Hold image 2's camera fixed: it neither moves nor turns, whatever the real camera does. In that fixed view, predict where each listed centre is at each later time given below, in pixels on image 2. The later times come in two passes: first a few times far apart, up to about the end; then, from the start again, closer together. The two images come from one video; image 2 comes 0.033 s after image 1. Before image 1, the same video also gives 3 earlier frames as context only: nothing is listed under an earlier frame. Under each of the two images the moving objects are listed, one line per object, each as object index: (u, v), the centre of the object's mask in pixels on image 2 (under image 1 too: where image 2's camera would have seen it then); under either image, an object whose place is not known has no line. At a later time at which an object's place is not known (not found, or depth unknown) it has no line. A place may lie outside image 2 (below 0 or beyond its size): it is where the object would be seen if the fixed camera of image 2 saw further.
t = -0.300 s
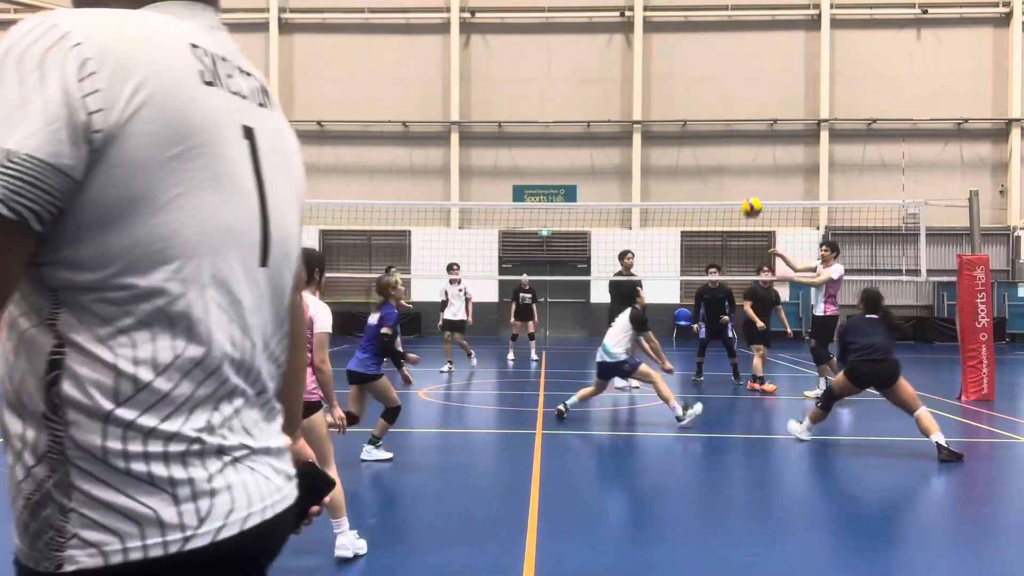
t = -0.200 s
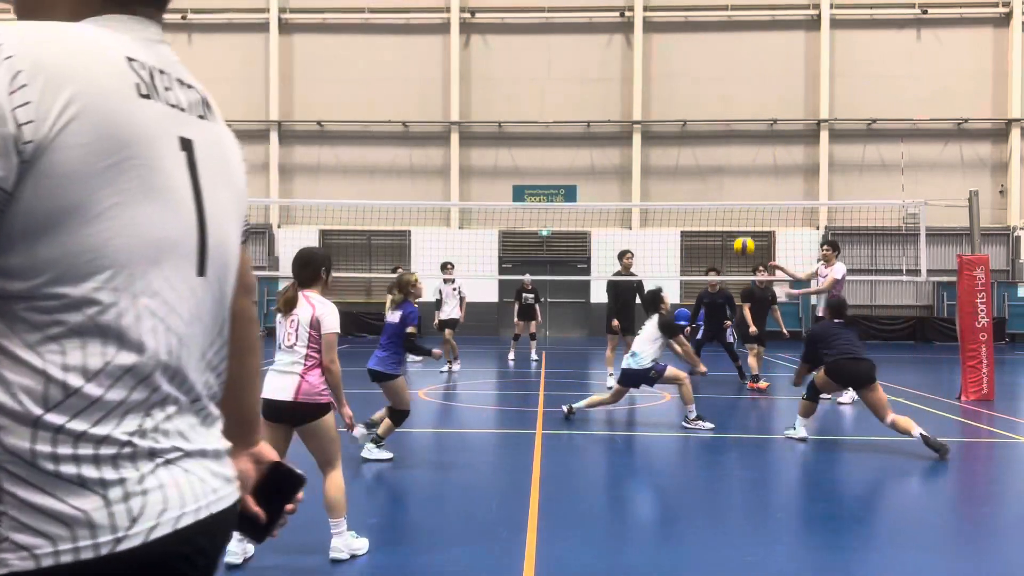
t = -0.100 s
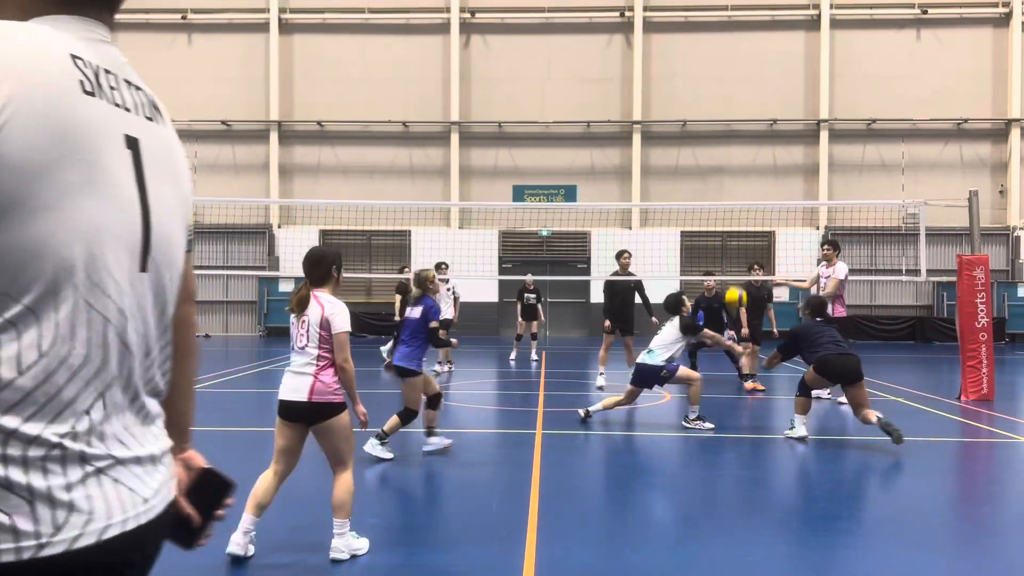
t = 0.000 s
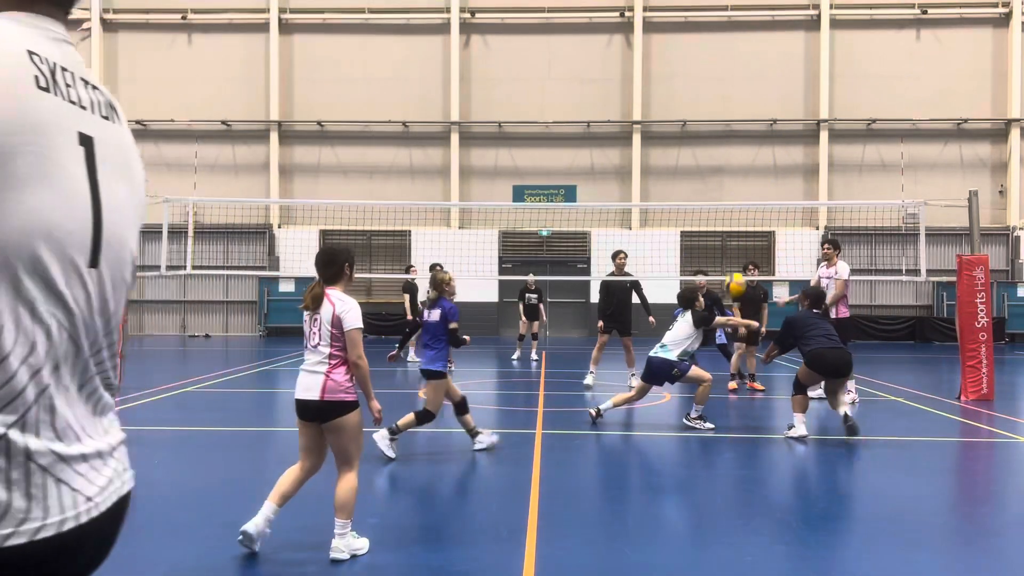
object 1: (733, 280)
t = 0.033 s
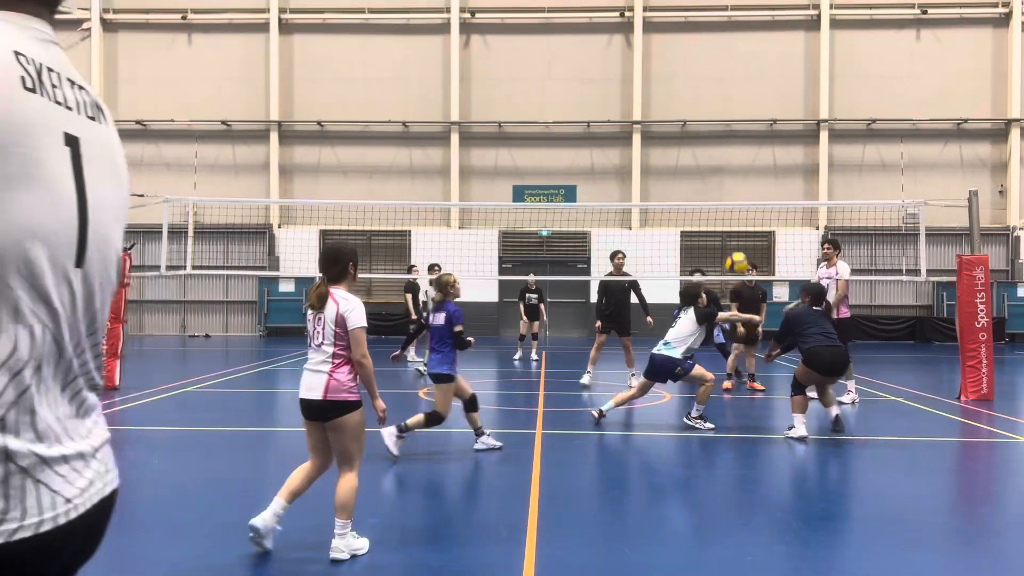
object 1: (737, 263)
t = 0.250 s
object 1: (747, 160)
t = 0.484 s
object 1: (756, 105)
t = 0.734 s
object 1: (766, 101)
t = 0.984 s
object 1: (774, 152)
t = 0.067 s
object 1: (736, 242)
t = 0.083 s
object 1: (738, 234)
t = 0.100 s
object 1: (739, 224)
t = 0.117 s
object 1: (739, 217)
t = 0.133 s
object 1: (740, 207)
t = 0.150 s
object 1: (741, 200)
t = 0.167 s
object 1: (742, 193)
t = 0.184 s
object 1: (742, 186)
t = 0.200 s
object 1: (743, 180)
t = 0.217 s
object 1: (745, 173)
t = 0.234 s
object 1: (746, 166)
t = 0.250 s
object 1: (747, 160)
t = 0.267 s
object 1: (748, 154)
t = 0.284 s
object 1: (748, 148)
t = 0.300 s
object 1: (749, 143)
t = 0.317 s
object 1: (747, 134)
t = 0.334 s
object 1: (748, 130)
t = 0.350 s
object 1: (748, 126)
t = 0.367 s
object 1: (749, 122)
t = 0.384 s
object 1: (750, 119)
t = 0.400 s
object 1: (751, 116)
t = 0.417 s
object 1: (752, 113)
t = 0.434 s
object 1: (754, 111)
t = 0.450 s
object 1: (755, 109)
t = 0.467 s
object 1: (755, 107)
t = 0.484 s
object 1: (756, 105)
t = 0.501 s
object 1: (757, 103)
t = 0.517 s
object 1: (758, 101)
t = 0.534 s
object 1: (759, 99)
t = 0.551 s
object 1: (760, 98)
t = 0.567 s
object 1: (760, 97)
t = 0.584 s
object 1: (761, 96)
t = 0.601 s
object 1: (761, 96)
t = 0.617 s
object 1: (762, 96)
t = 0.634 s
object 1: (762, 96)
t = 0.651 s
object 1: (763, 96)
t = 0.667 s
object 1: (764, 97)
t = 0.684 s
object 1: (764, 98)
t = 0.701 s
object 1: (765, 99)
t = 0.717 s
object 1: (766, 100)
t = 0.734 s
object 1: (766, 101)
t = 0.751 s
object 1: (767, 103)
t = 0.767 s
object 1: (768, 105)
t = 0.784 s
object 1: (768, 107)
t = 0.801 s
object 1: (769, 110)
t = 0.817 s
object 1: (769, 112)
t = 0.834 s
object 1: (770, 115)
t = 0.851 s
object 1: (770, 118)
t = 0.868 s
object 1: (771, 121)
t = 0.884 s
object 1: (769, 122)
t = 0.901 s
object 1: (770, 127)
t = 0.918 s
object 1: (770, 132)
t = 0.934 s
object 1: (771, 137)
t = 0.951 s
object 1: (772, 142)
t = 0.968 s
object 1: (773, 147)
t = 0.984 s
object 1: (774, 152)
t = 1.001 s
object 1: (774, 158)
